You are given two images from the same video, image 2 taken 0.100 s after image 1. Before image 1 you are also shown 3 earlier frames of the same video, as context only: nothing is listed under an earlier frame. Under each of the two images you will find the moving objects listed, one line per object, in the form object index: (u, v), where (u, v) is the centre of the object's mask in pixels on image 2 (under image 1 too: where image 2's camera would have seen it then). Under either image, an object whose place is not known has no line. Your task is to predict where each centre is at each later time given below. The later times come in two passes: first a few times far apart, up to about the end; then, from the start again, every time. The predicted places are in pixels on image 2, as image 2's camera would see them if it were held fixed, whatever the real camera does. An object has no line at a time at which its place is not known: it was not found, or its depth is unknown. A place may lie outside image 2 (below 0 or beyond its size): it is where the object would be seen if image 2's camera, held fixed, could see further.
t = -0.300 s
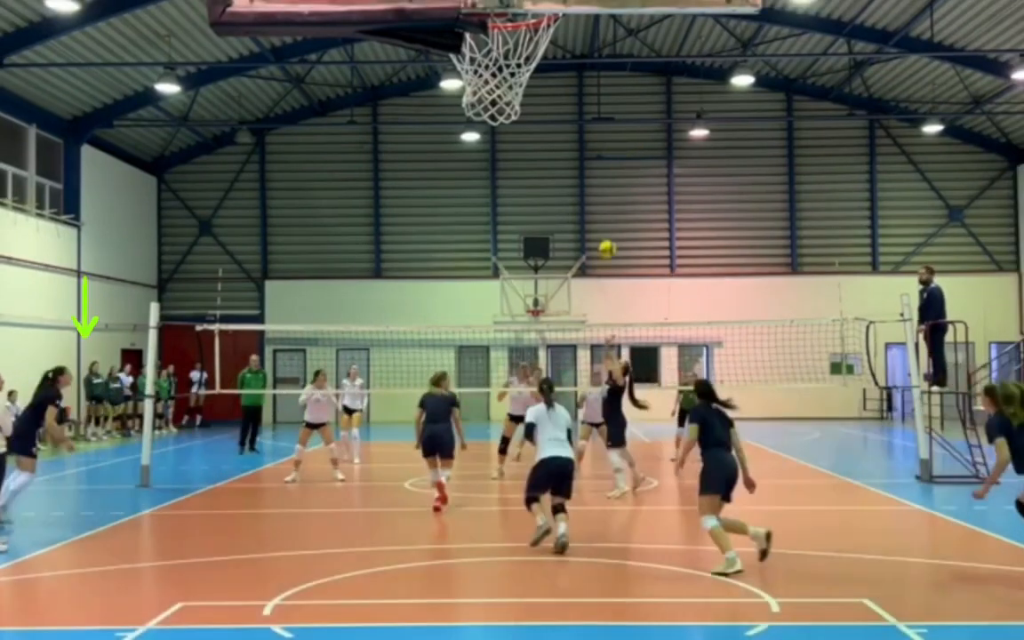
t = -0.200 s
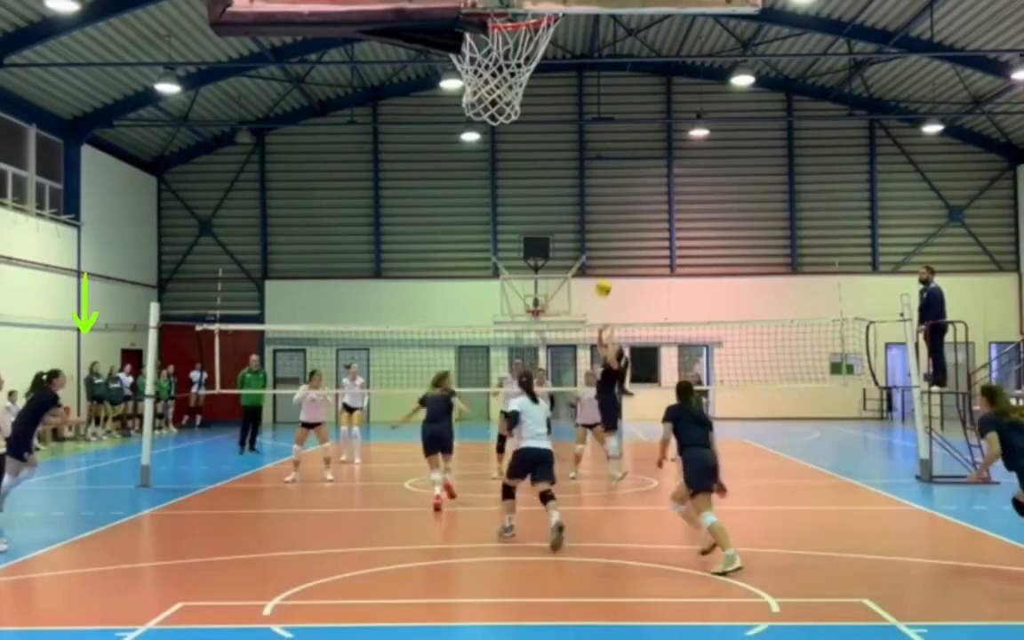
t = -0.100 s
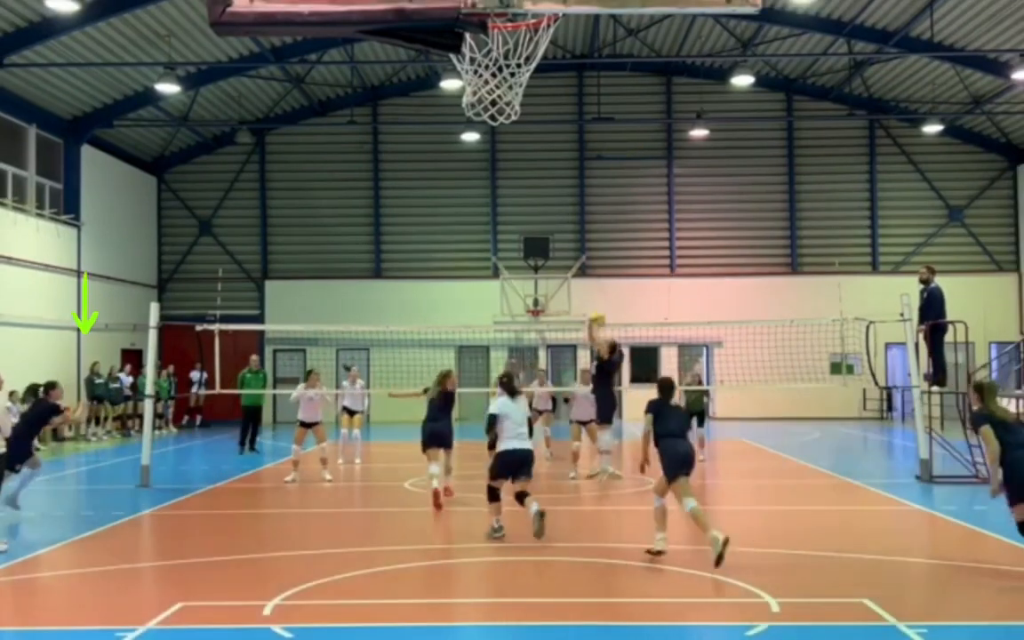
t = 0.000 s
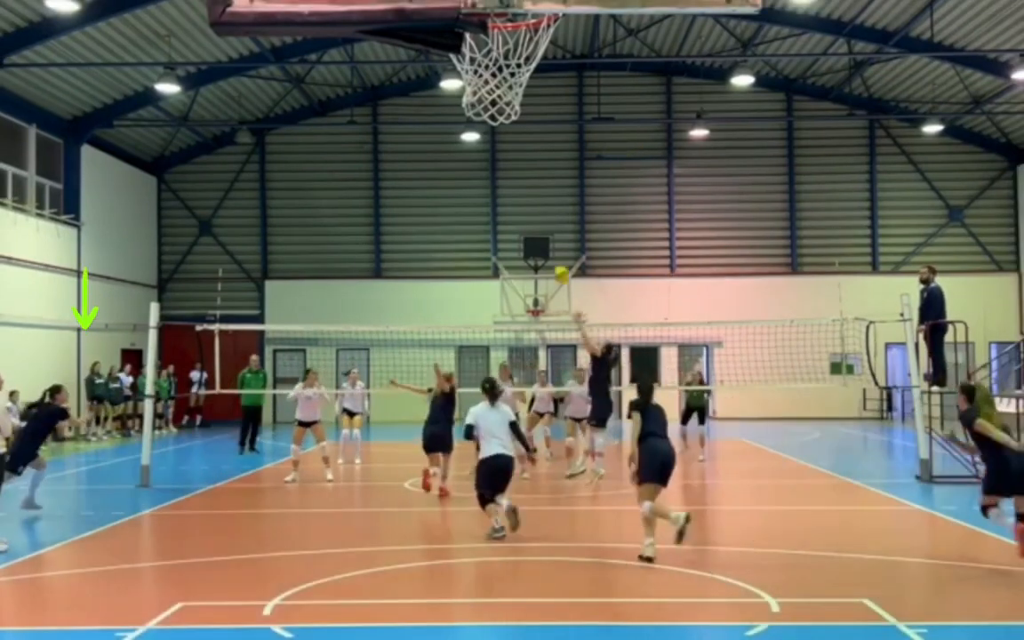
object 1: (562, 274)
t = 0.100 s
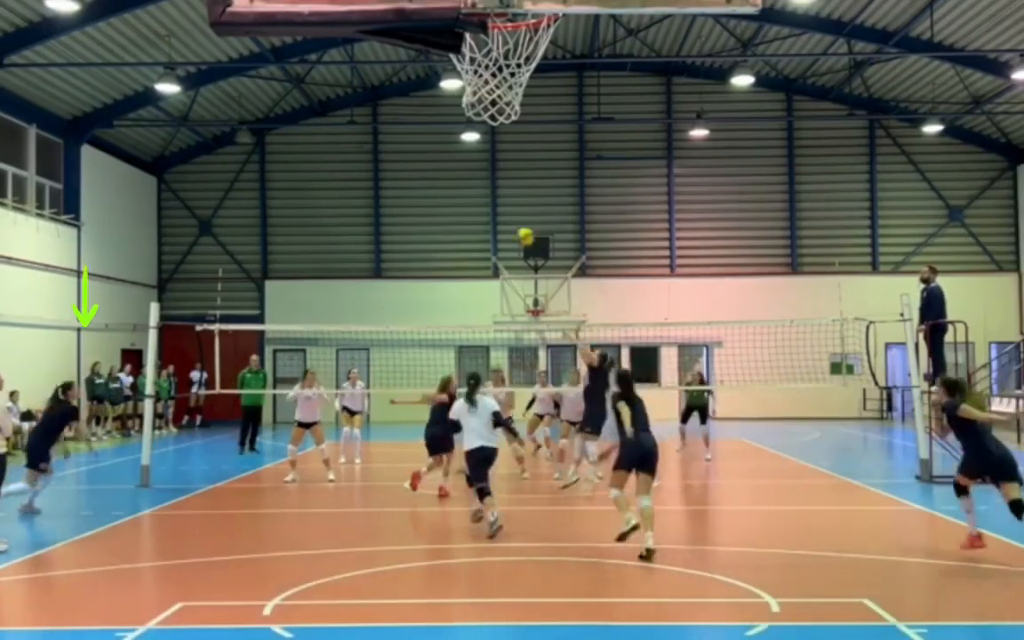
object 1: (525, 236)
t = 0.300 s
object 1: (457, 183)
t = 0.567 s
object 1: (372, 161)
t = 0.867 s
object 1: (281, 199)
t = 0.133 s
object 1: (514, 225)
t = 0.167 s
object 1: (502, 216)
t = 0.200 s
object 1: (491, 206)
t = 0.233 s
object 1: (479, 197)
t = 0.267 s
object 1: (468, 190)
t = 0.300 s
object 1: (457, 183)
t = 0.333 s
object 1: (447, 178)
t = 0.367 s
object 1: (436, 173)
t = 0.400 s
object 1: (425, 169)
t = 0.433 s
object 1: (414, 165)
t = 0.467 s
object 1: (403, 163)
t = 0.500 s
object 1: (393, 161)
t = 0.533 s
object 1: (382, 161)
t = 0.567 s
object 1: (372, 161)
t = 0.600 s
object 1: (361, 162)
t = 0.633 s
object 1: (351, 163)
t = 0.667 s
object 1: (341, 166)
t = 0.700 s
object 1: (331, 169)
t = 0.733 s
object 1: (321, 173)
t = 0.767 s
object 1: (311, 179)
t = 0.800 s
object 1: (300, 185)
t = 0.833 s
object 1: (291, 191)
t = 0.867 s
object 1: (281, 199)
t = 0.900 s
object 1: (271, 208)
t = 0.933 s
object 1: (261, 216)
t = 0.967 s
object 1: (252, 226)
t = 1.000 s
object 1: (243, 237)
